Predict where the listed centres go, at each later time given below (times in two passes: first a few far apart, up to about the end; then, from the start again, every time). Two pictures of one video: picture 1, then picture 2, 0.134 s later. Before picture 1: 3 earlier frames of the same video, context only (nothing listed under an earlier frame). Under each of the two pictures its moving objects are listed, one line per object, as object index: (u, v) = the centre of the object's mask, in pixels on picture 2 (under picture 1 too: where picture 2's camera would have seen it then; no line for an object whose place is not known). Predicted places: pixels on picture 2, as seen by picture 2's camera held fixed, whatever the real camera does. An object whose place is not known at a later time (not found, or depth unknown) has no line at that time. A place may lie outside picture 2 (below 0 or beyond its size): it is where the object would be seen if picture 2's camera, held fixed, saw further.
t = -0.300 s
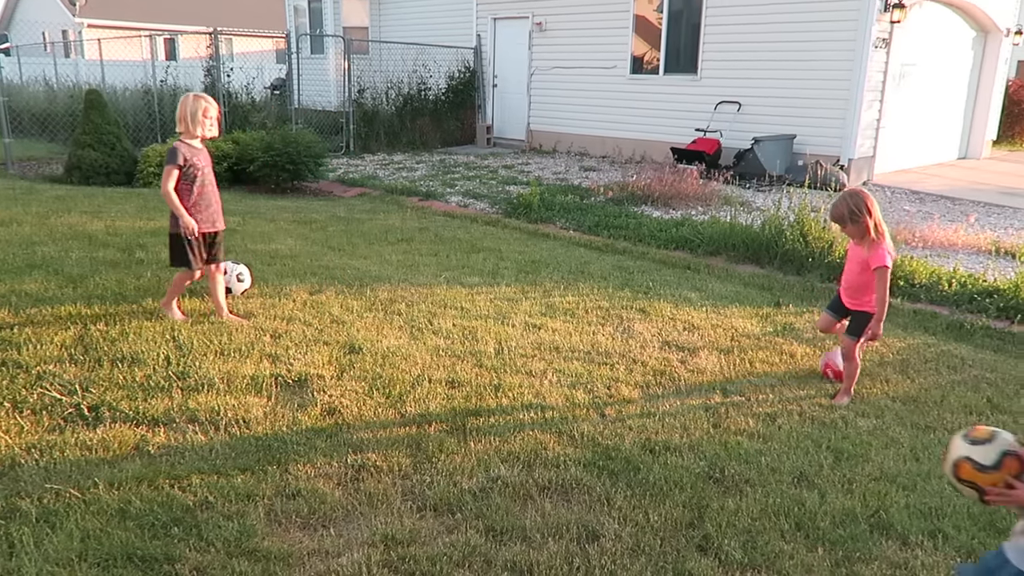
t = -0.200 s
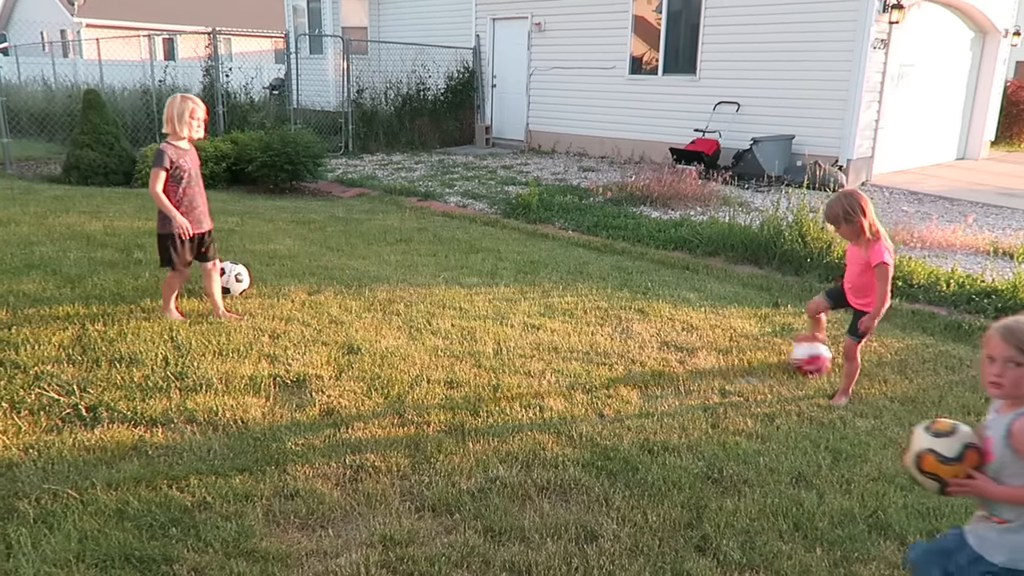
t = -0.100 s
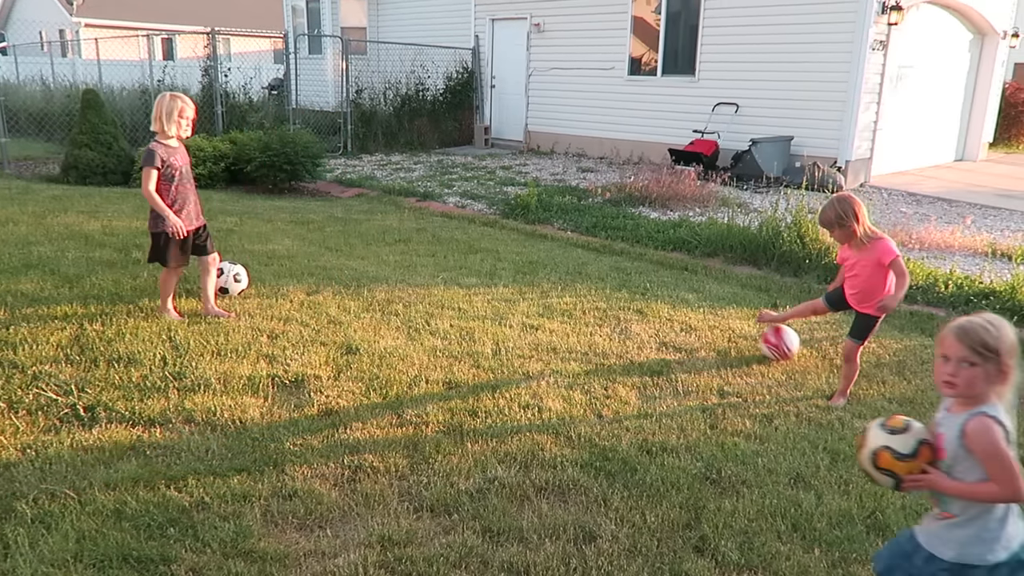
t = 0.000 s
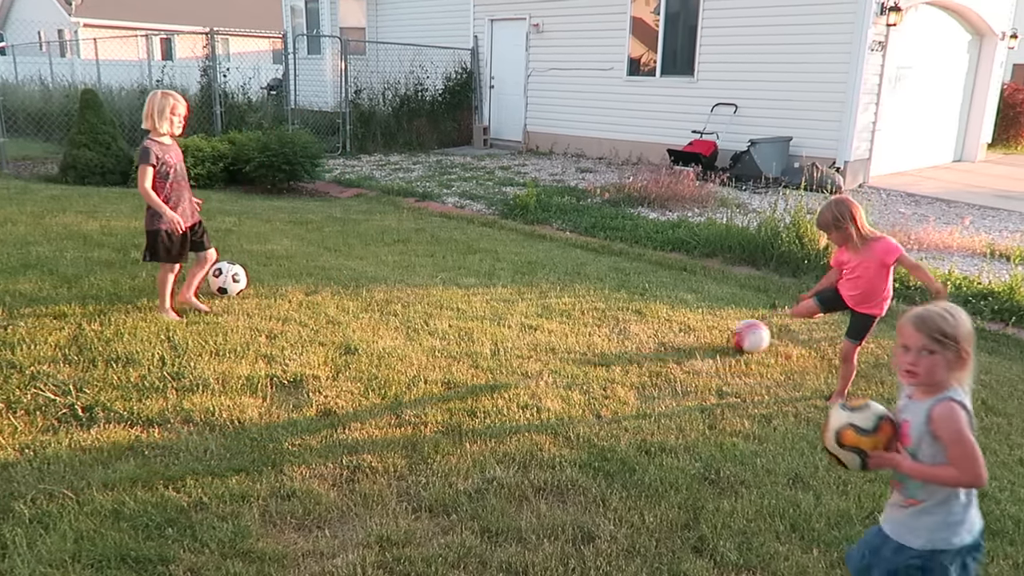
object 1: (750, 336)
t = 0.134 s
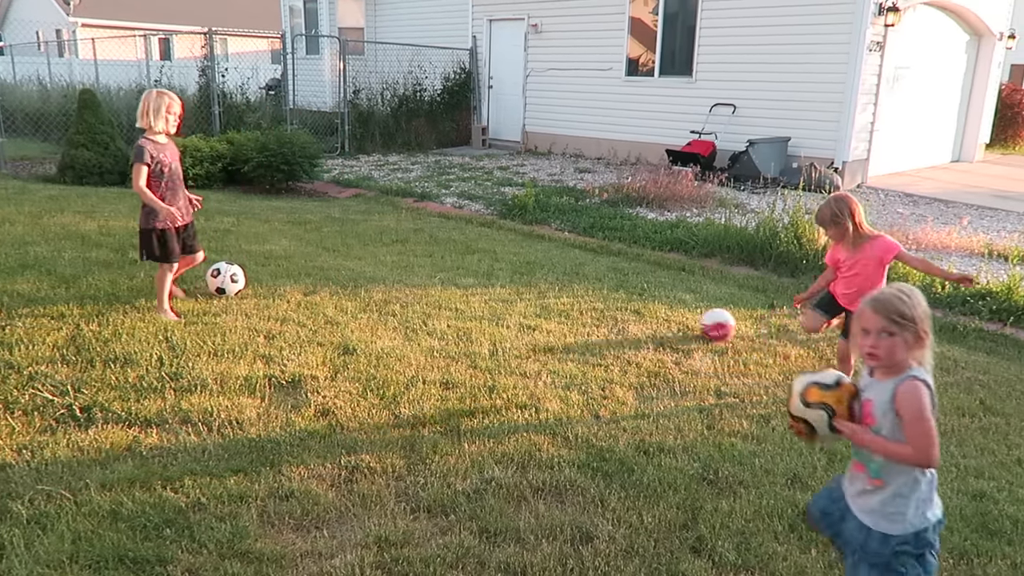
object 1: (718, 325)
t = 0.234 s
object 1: (698, 317)
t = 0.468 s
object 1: (664, 304)
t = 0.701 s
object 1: (639, 298)
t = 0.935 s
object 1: (622, 295)
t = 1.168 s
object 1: (613, 293)
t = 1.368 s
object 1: (612, 293)
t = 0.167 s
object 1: (710, 322)
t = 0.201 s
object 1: (704, 319)
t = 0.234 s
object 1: (698, 317)
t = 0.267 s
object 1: (692, 314)
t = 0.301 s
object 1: (686, 313)
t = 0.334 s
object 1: (682, 311)
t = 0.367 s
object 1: (677, 311)
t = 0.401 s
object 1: (671, 309)
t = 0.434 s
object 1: (667, 306)
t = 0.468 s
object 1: (664, 304)
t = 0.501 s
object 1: (660, 303)
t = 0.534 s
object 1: (656, 302)
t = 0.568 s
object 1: (652, 302)
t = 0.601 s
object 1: (649, 301)
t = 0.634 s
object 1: (645, 300)
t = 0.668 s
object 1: (642, 299)
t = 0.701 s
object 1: (639, 298)
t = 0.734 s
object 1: (636, 298)
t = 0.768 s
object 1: (633, 297)
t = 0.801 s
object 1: (630, 297)
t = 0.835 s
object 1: (628, 296)
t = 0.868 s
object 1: (626, 295)
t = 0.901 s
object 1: (624, 295)
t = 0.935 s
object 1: (622, 295)
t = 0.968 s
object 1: (620, 295)
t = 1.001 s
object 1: (618, 295)
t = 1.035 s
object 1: (617, 294)
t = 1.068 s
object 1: (616, 294)
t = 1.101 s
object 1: (615, 294)
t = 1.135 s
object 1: (614, 294)
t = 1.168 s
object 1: (613, 293)
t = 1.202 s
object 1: (613, 293)
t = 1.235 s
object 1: (612, 293)
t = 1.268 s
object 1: (612, 293)
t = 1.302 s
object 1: (612, 293)
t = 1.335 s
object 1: (612, 293)
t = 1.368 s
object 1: (612, 293)
